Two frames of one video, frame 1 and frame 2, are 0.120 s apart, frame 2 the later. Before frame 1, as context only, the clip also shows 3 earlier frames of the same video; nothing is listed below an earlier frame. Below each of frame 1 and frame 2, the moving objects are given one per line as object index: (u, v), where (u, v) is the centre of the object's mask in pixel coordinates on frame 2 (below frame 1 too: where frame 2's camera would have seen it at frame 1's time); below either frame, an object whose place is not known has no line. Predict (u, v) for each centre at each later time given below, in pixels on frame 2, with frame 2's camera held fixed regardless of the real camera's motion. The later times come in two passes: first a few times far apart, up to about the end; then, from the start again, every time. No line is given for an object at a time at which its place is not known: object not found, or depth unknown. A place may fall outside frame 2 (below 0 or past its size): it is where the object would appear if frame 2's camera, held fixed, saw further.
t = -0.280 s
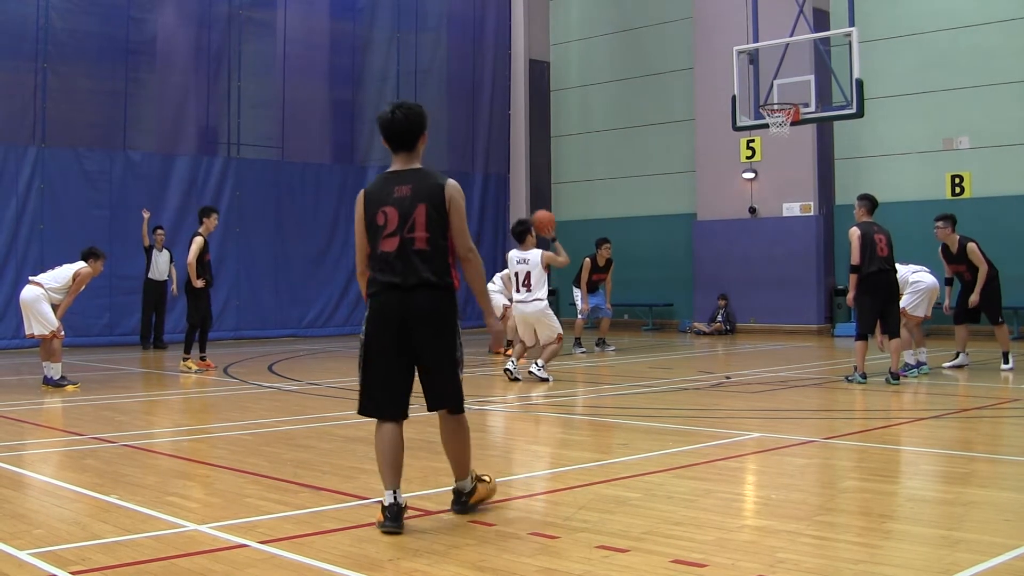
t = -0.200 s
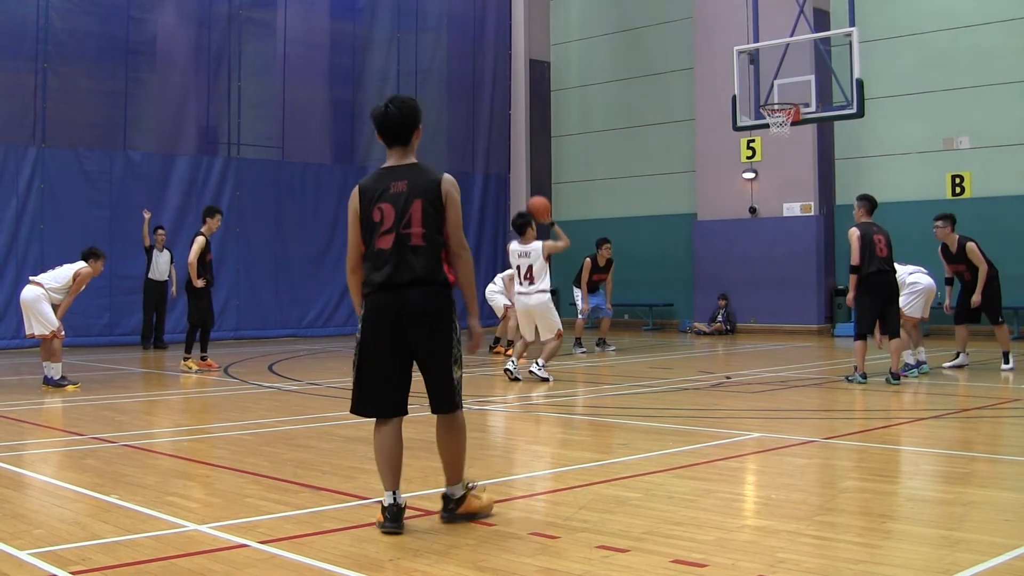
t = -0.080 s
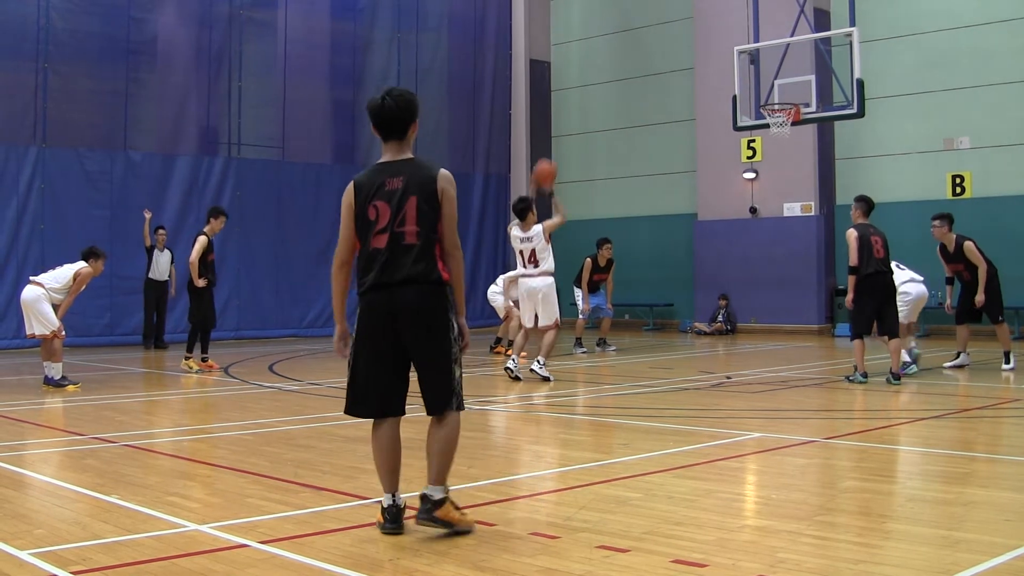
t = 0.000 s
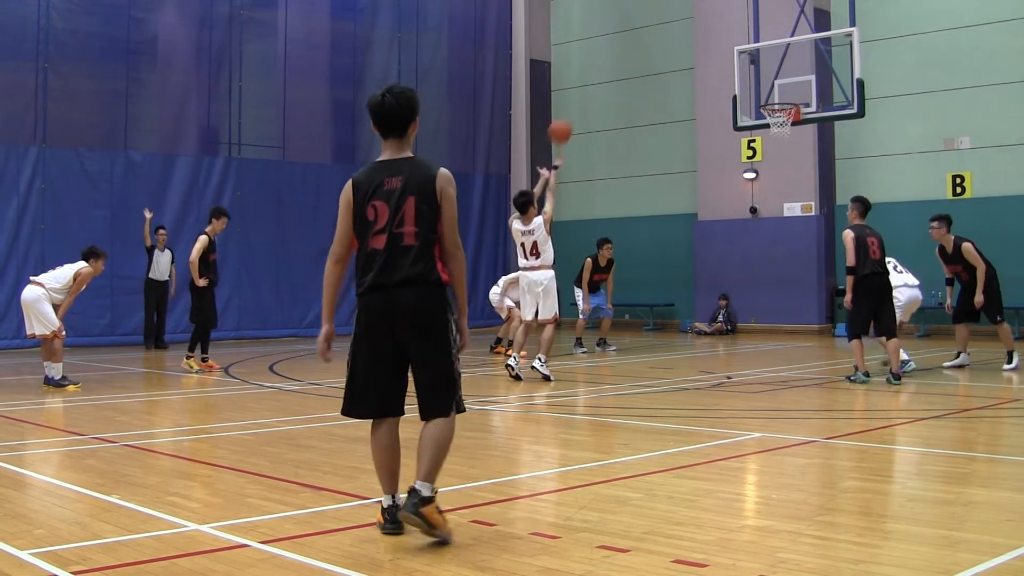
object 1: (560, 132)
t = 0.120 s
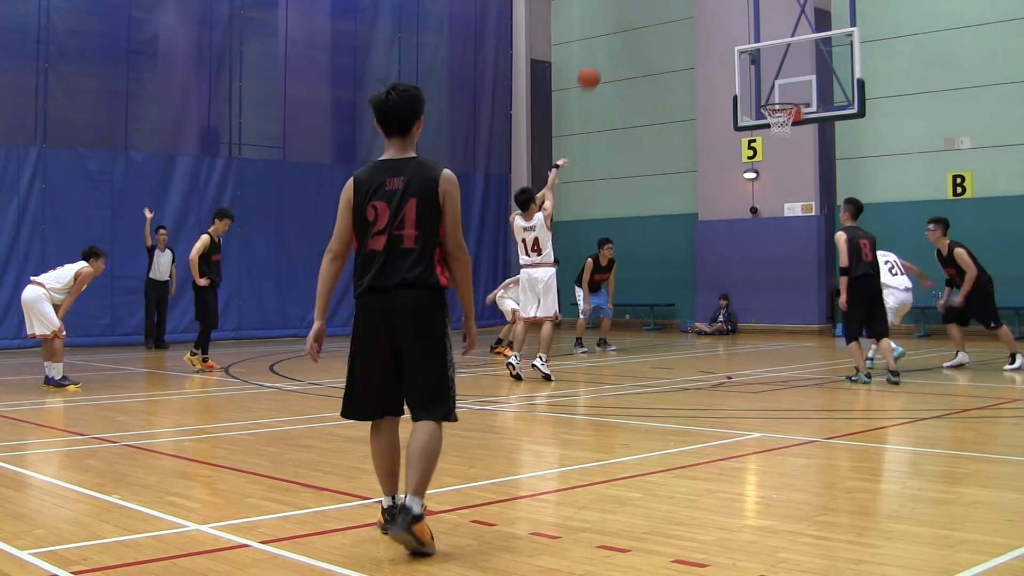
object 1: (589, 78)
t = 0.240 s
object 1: (615, 40)
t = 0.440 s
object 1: (657, 9)
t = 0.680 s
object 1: (703, 17)
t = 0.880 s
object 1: (740, 59)
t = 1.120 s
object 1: (738, 105)
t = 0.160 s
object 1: (598, 64)
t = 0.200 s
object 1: (607, 51)
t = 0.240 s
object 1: (615, 40)
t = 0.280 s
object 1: (624, 30)
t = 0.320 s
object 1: (632, 23)
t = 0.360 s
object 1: (641, 17)
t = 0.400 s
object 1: (649, 12)
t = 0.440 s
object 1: (657, 9)
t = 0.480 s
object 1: (665, 8)
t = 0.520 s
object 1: (673, 7)
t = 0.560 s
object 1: (681, 8)
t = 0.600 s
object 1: (688, 9)
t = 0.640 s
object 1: (696, 12)
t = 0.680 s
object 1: (703, 17)
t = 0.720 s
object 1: (711, 24)
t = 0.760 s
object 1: (718, 30)
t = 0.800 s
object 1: (726, 38)
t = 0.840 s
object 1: (732, 47)
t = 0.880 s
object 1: (740, 59)
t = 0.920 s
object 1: (747, 69)
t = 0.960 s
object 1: (753, 82)
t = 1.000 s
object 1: (760, 95)
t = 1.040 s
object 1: (757, 101)
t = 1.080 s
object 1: (747, 103)
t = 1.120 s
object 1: (738, 105)
